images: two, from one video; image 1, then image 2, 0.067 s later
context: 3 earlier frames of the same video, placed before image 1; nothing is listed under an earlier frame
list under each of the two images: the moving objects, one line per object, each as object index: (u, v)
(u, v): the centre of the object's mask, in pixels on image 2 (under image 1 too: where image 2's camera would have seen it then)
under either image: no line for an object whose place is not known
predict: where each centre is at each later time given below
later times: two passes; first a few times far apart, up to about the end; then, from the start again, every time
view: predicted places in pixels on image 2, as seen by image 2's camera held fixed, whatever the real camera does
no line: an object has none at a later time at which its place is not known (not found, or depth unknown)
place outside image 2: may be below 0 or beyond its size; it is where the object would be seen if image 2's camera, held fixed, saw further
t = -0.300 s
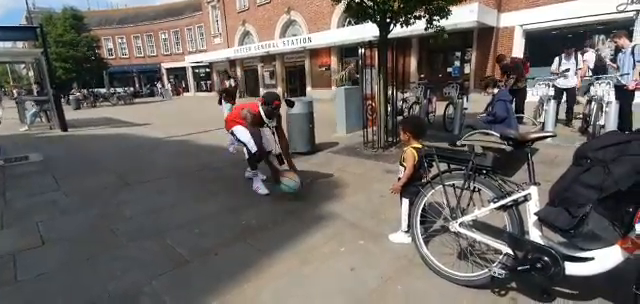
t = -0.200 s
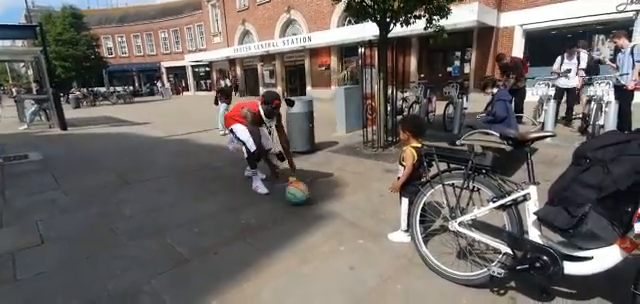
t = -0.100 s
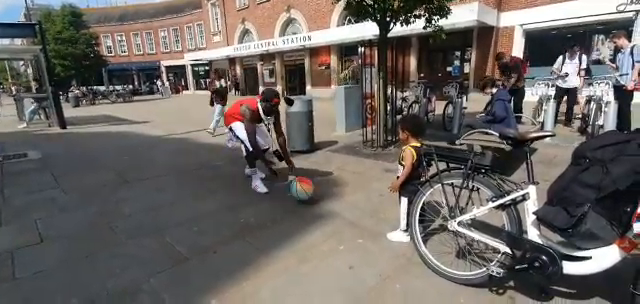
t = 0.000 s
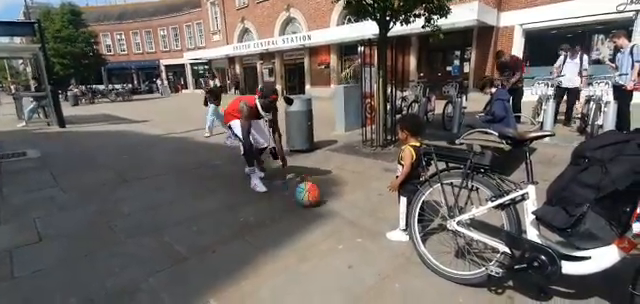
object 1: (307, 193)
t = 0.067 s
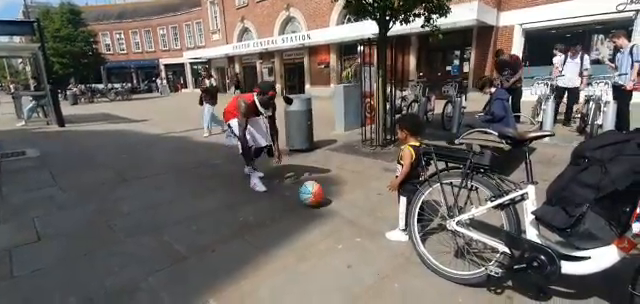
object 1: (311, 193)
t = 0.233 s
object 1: (322, 197)
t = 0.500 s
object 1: (340, 203)
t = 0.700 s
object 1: (356, 208)
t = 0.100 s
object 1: (313, 194)
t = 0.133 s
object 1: (315, 195)
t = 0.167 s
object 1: (317, 197)
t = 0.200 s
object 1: (319, 197)
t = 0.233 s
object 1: (322, 197)
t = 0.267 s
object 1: (324, 198)
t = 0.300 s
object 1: (326, 199)
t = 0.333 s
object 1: (328, 199)
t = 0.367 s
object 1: (330, 200)
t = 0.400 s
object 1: (333, 201)
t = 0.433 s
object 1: (335, 202)
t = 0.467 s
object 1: (338, 203)
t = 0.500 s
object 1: (340, 203)
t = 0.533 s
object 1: (343, 204)
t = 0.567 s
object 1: (345, 205)
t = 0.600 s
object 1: (348, 206)
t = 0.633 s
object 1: (350, 207)
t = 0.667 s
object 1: (353, 207)
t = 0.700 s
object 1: (356, 208)
